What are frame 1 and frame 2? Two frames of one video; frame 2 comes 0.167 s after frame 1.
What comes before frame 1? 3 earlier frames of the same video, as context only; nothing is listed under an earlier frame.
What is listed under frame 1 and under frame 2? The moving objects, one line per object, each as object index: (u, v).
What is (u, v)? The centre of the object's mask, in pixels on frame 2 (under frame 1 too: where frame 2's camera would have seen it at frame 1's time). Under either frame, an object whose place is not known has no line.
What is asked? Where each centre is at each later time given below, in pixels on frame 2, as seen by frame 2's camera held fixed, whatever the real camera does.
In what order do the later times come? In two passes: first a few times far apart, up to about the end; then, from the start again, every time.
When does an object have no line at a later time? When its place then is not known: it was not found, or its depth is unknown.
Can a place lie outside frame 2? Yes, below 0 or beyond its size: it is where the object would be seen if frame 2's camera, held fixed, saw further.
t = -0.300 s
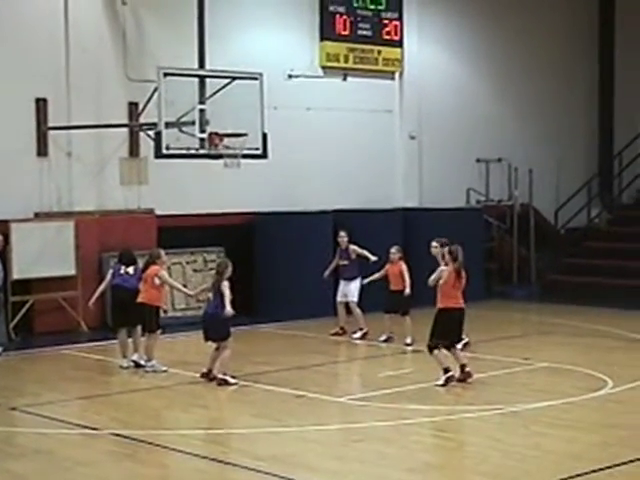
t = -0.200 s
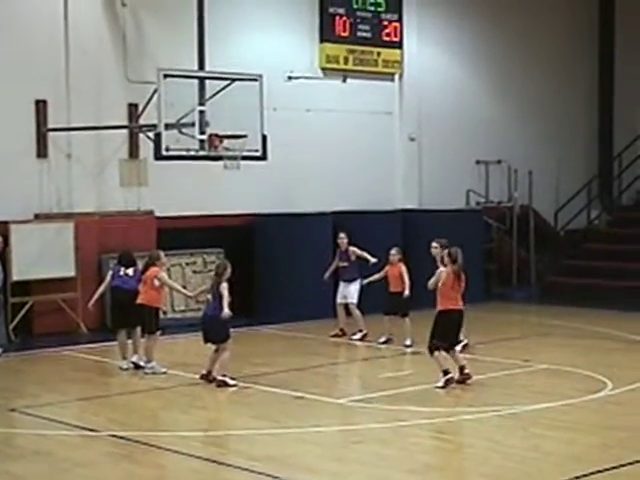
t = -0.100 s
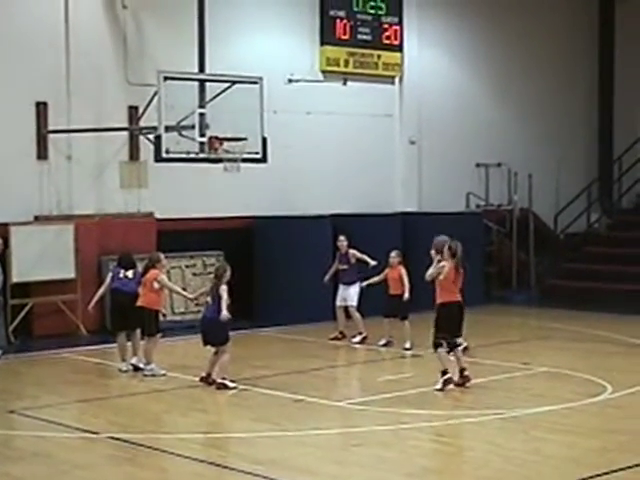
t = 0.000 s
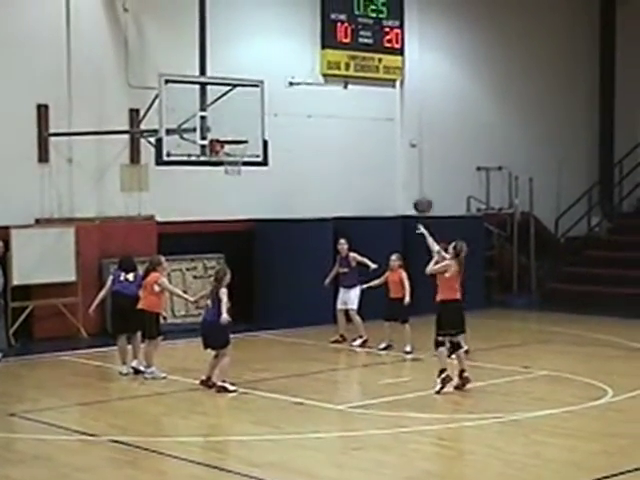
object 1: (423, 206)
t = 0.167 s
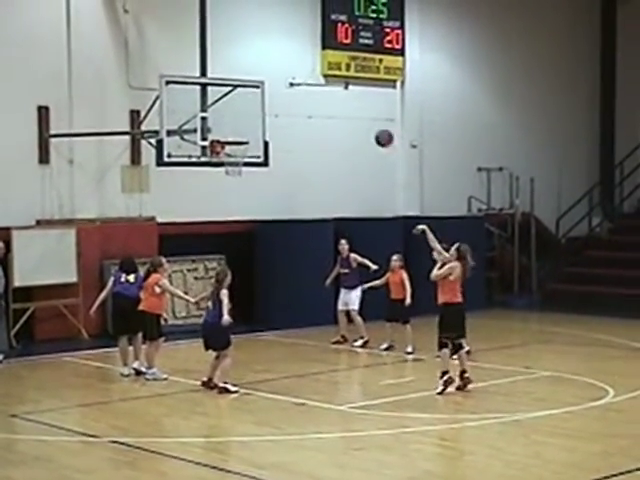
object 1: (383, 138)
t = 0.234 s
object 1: (368, 119)
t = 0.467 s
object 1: (318, 79)
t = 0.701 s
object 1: (274, 82)
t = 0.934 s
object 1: (233, 122)
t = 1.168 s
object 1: (263, 125)
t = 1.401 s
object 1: (321, 140)
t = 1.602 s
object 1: (371, 186)
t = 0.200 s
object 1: (376, 128)
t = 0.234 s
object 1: (368, 119)
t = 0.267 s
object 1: (361, 110)
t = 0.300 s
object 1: (353, 103)
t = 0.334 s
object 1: (346, 96)
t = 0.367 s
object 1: (339, 91)
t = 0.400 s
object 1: (332, 88)
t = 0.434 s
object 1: (325, 83)
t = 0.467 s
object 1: (318, 79)
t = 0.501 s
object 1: (312, 77)
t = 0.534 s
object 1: (305, 76)
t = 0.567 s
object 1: (299, 76)
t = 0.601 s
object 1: (292, 77)
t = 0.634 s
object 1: (286, 78)
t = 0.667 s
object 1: (280, 80)
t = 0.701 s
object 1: (274, 82)
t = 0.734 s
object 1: (268, 86)
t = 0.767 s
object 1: (261, 90)
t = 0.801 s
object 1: (256, 95)
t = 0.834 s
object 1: (249, 101)
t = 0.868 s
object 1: (244, 107)
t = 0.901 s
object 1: (238, 114)
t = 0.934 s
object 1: (233, 122)
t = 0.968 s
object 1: (227, 130)
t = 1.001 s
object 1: (224, 136)
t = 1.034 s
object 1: (231, 133)
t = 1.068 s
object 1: (239, 130)
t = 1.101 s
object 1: (247, 128)
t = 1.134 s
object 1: (255, 126)
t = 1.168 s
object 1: (263, 125)
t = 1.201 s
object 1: (271, 125)
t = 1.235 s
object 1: (279, 125)
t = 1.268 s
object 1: (287, 127)
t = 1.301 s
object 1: (295, 129)
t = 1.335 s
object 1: (304, 131)
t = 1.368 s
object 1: (312, 135)
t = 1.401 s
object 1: (321, 140)
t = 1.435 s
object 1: (329, 146)
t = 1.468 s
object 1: (337, 152)
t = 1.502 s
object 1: (345, 160)
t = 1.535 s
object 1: (354, 168)
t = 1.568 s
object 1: (362, 176)
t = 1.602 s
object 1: (371, 186)
